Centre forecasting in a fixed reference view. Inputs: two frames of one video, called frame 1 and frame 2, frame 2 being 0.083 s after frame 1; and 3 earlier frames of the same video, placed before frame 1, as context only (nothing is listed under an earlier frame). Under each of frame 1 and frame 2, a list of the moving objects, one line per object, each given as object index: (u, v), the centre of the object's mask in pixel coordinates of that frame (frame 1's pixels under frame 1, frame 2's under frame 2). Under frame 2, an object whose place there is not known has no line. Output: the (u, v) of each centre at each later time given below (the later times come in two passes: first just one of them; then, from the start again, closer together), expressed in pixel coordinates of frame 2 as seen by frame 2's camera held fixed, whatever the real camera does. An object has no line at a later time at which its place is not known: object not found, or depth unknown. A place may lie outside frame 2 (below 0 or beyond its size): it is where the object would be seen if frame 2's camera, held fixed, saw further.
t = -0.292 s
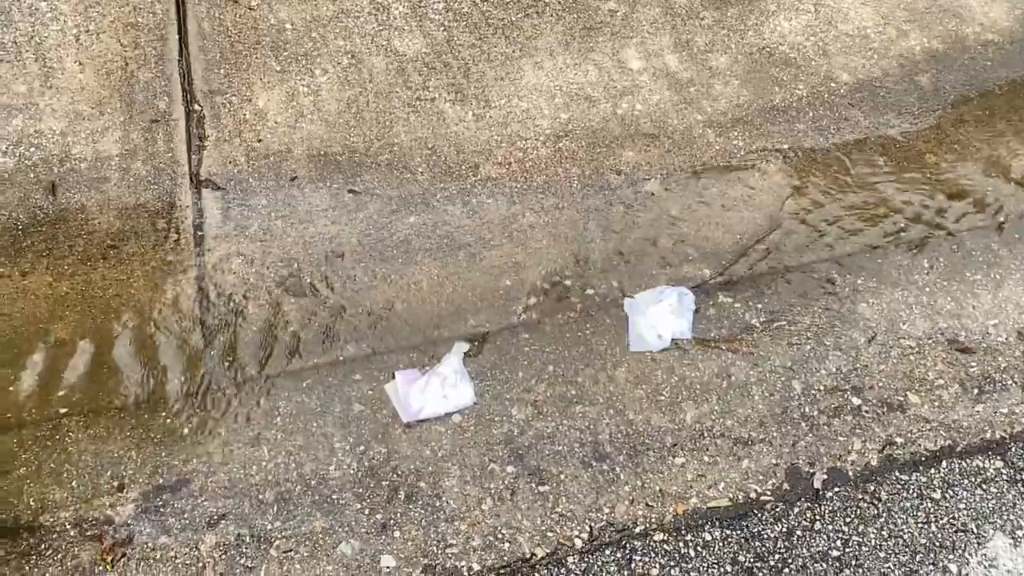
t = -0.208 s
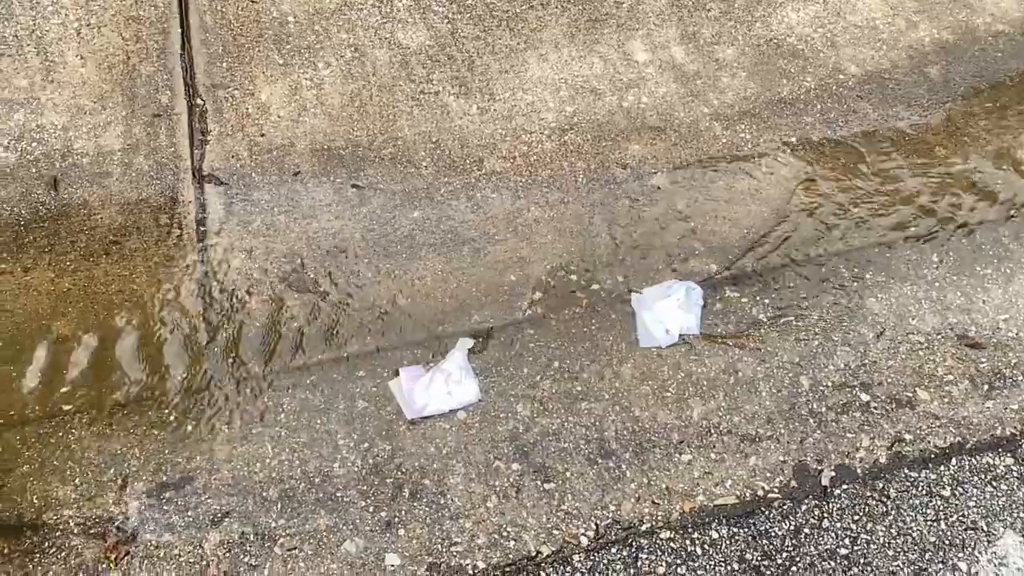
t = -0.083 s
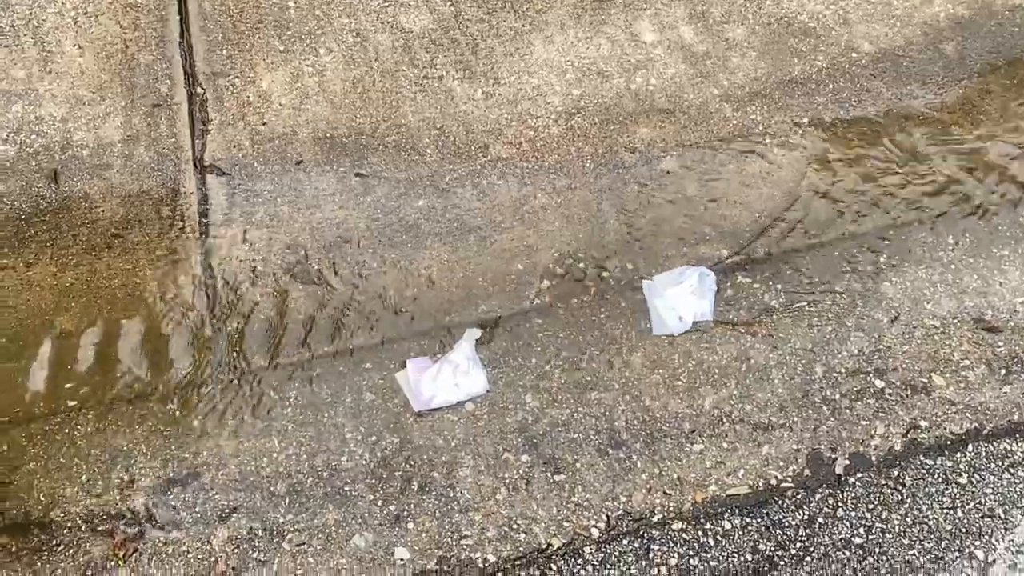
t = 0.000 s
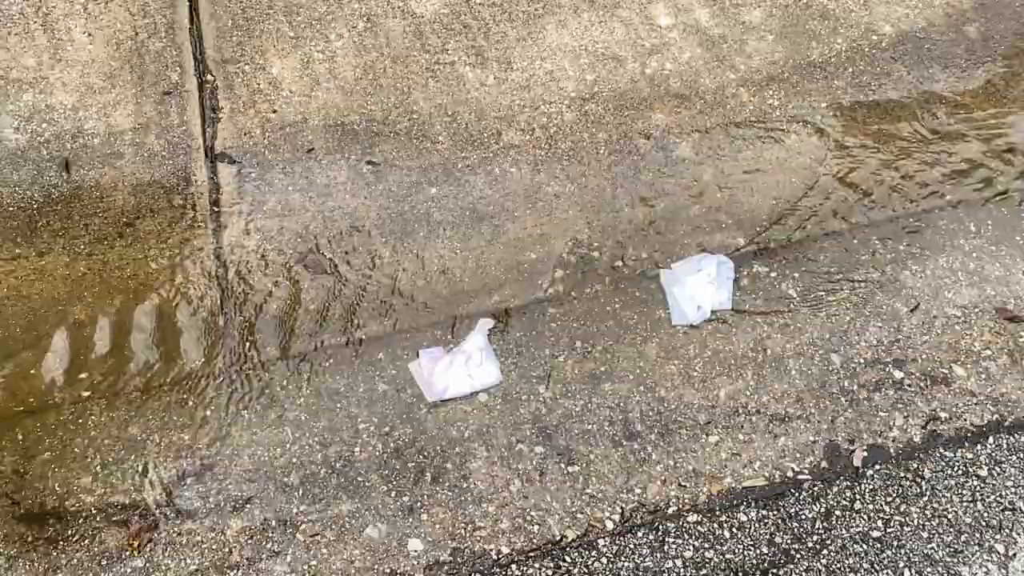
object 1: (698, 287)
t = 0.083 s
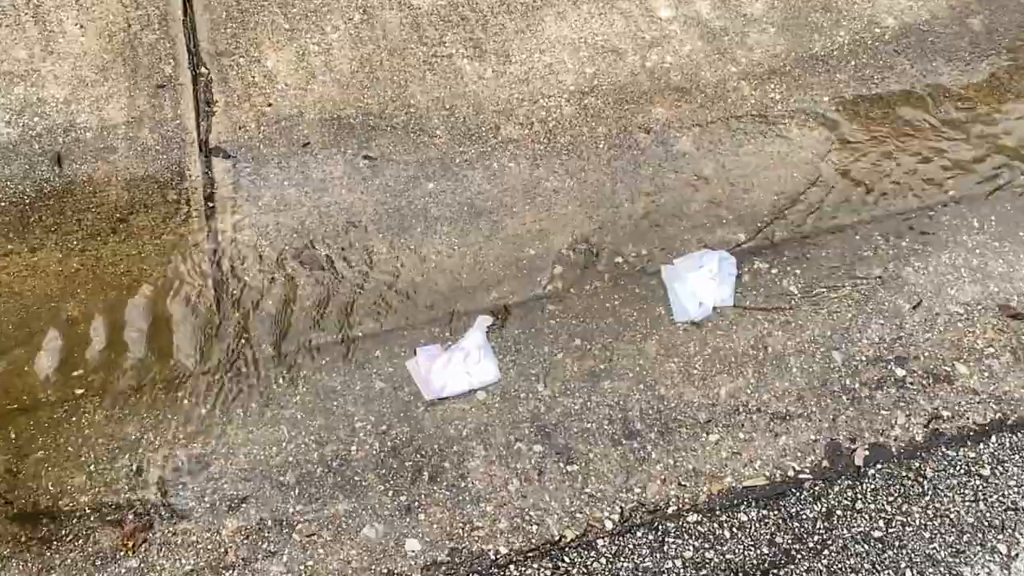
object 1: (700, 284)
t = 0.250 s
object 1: (706, 282)
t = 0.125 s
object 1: (700, 283)
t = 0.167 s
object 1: (702, 283)
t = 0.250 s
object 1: (706, 282)
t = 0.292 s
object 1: (708, 281)
